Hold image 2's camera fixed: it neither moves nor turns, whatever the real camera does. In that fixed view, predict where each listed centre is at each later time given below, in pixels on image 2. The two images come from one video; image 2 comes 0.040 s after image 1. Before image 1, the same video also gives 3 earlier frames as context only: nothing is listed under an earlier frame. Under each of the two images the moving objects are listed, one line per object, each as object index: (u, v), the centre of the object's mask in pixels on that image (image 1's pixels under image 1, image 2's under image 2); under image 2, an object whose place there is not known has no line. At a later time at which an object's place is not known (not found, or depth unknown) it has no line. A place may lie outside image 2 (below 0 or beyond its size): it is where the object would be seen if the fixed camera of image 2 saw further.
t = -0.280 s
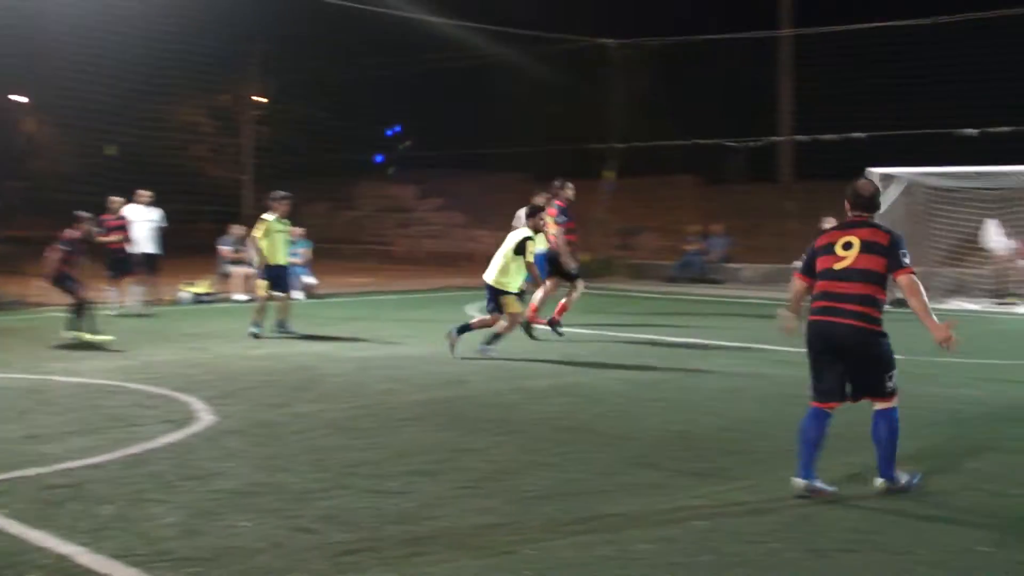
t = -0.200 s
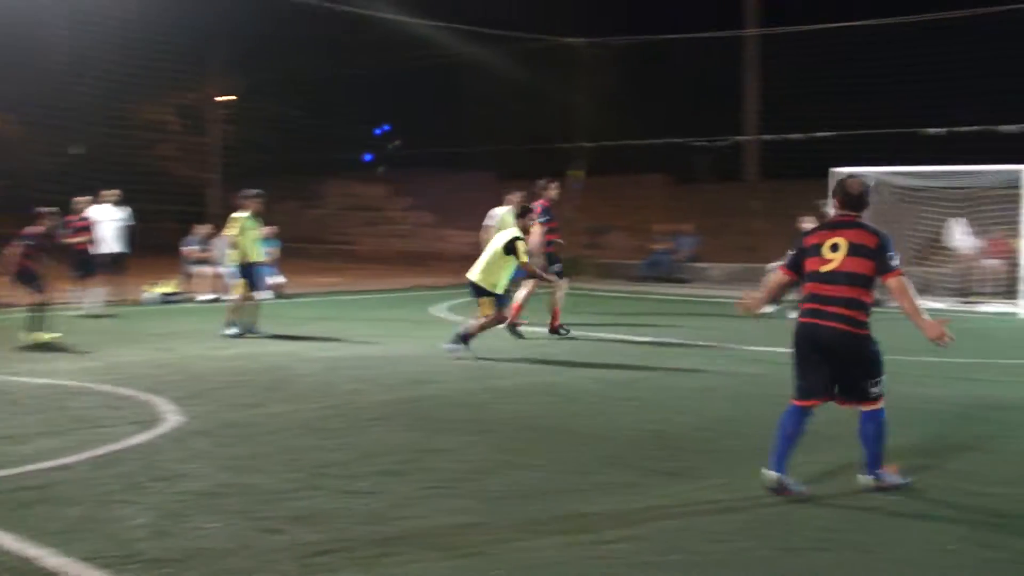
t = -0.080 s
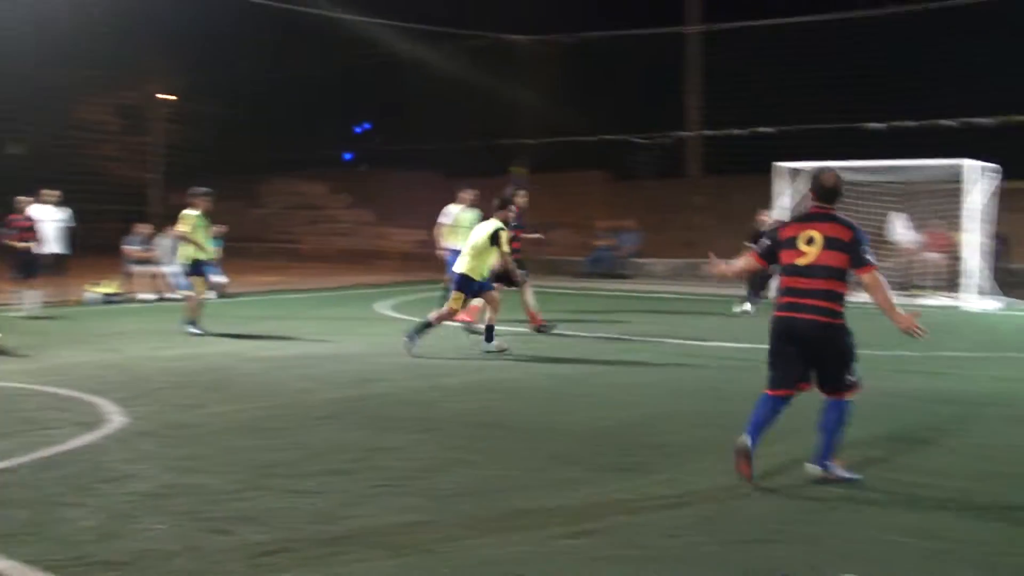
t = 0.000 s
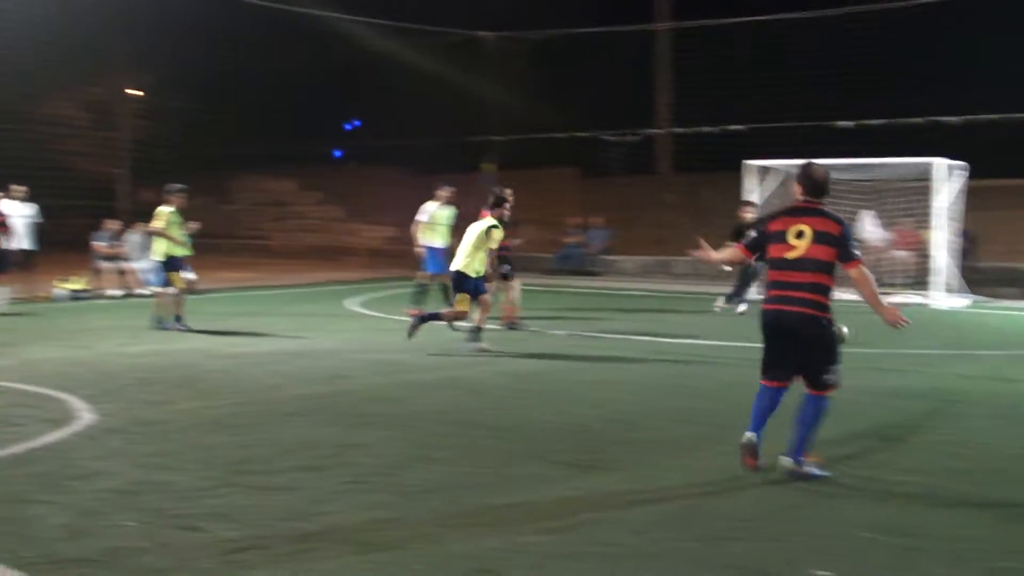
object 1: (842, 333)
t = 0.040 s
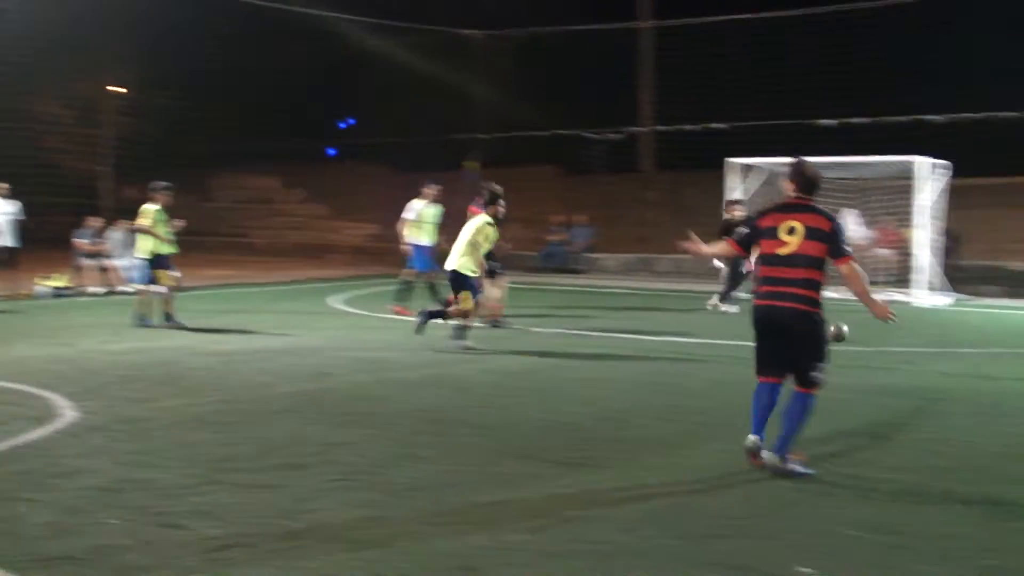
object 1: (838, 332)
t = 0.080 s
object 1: (851, 332)
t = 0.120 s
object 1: (864, 333)
